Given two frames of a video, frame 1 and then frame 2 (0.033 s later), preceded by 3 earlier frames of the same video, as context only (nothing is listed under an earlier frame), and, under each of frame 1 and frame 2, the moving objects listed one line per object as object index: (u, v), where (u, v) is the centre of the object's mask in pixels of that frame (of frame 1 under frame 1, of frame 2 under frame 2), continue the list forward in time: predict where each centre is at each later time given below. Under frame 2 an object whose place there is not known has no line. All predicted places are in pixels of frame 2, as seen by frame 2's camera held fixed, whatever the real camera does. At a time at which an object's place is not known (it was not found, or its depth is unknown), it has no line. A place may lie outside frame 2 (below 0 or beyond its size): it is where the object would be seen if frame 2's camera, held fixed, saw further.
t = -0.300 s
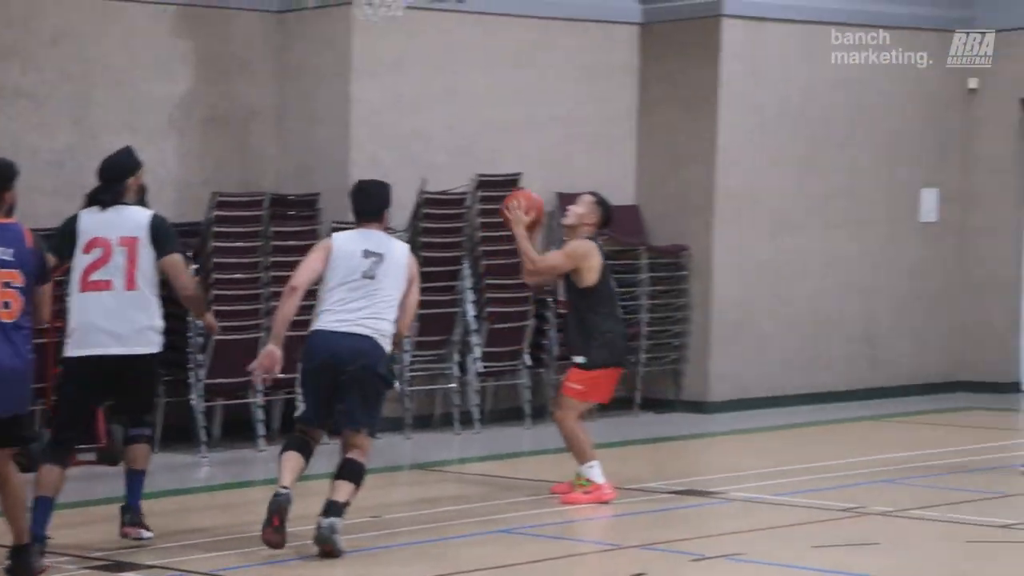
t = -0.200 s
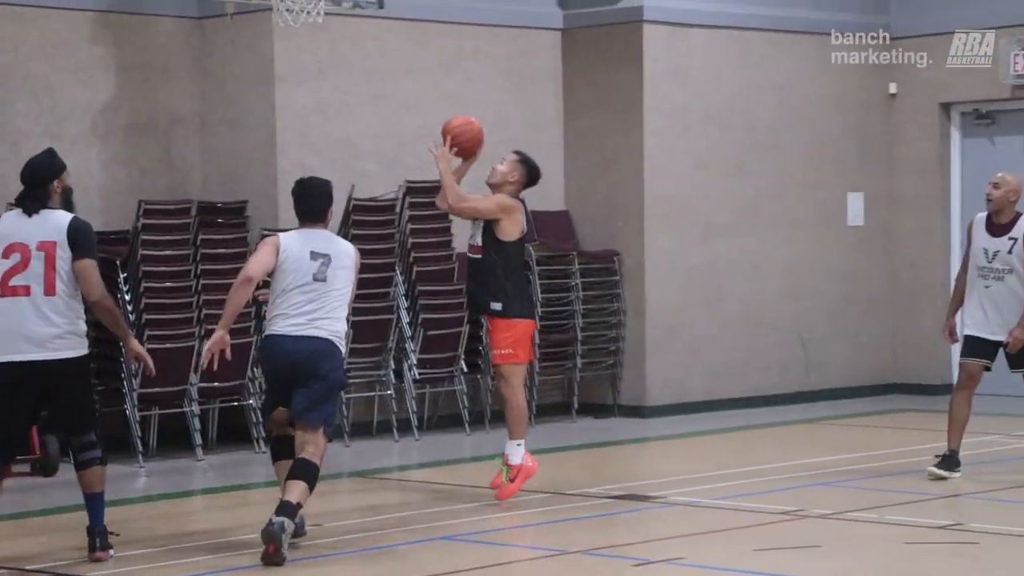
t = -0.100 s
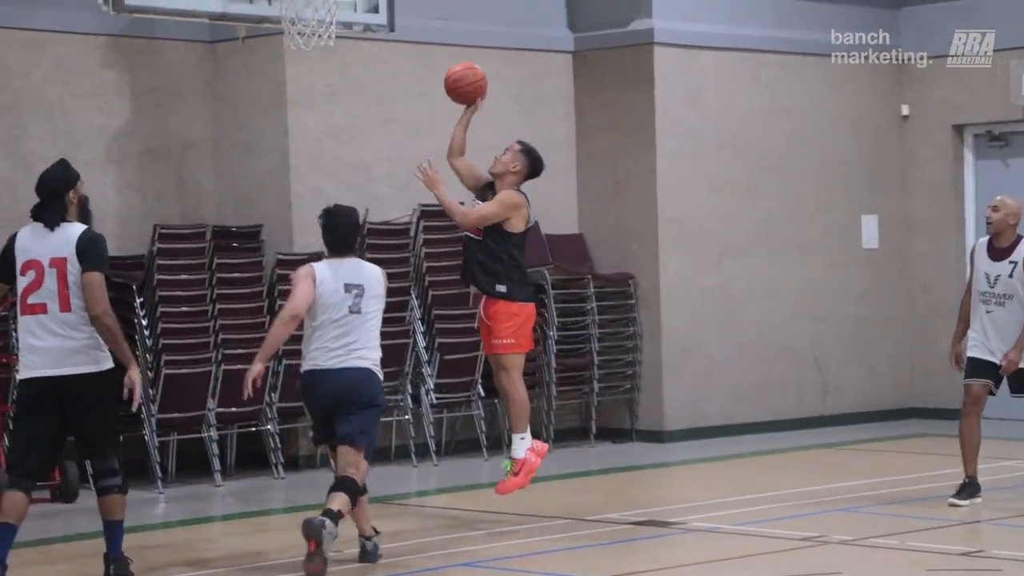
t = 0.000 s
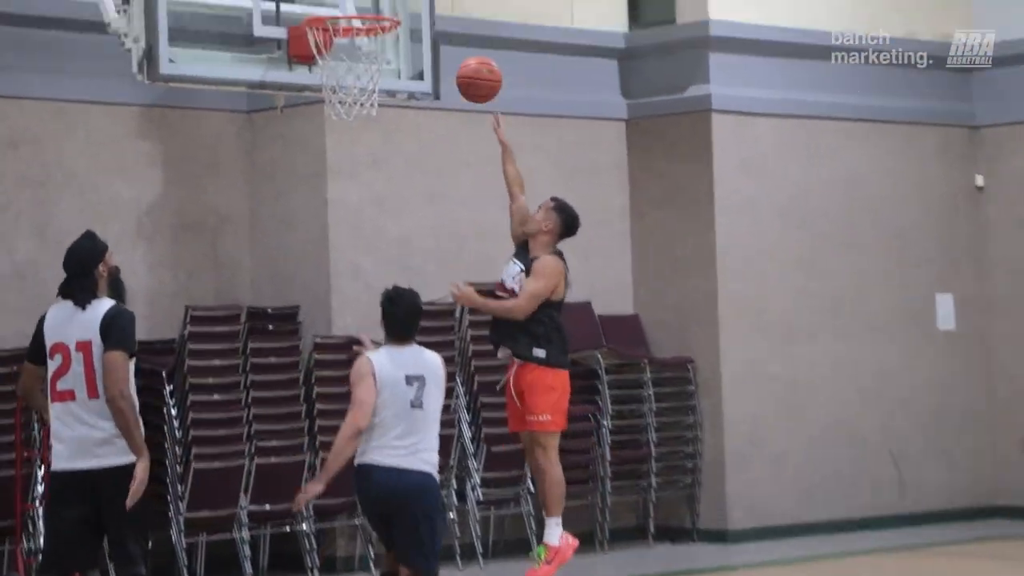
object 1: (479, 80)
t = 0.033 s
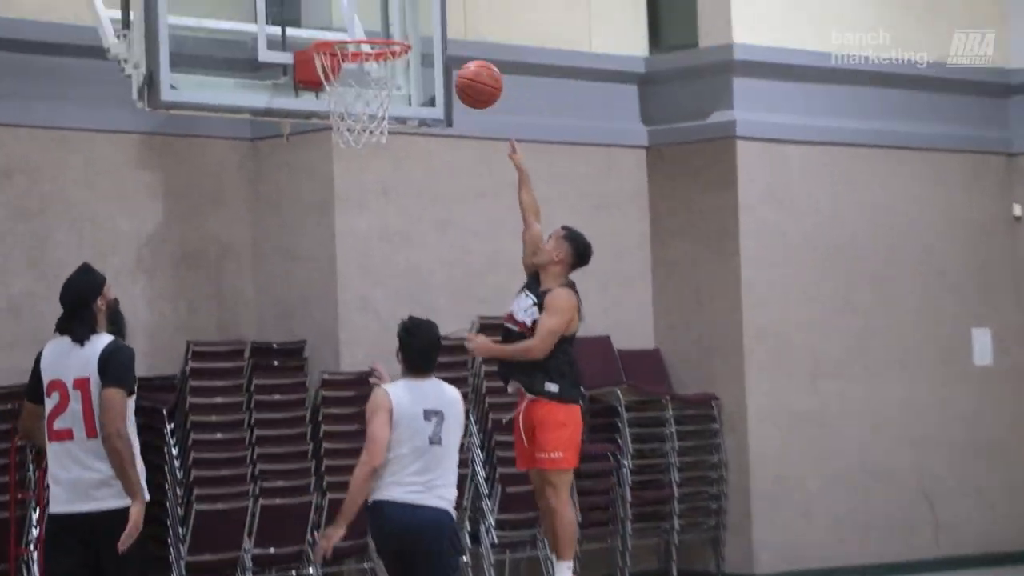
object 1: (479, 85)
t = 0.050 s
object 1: (473, 75)
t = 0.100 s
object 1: (455, 51)
